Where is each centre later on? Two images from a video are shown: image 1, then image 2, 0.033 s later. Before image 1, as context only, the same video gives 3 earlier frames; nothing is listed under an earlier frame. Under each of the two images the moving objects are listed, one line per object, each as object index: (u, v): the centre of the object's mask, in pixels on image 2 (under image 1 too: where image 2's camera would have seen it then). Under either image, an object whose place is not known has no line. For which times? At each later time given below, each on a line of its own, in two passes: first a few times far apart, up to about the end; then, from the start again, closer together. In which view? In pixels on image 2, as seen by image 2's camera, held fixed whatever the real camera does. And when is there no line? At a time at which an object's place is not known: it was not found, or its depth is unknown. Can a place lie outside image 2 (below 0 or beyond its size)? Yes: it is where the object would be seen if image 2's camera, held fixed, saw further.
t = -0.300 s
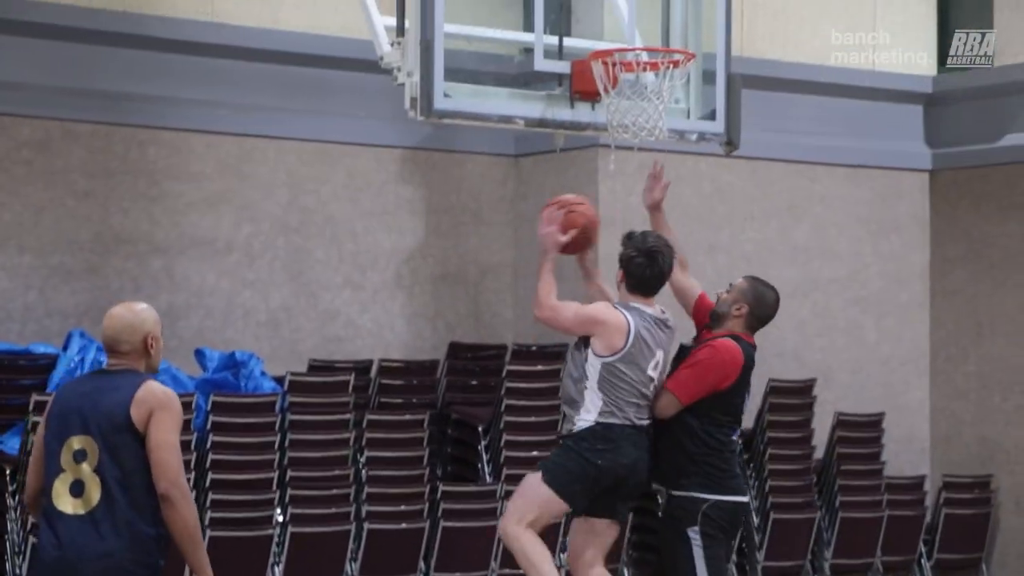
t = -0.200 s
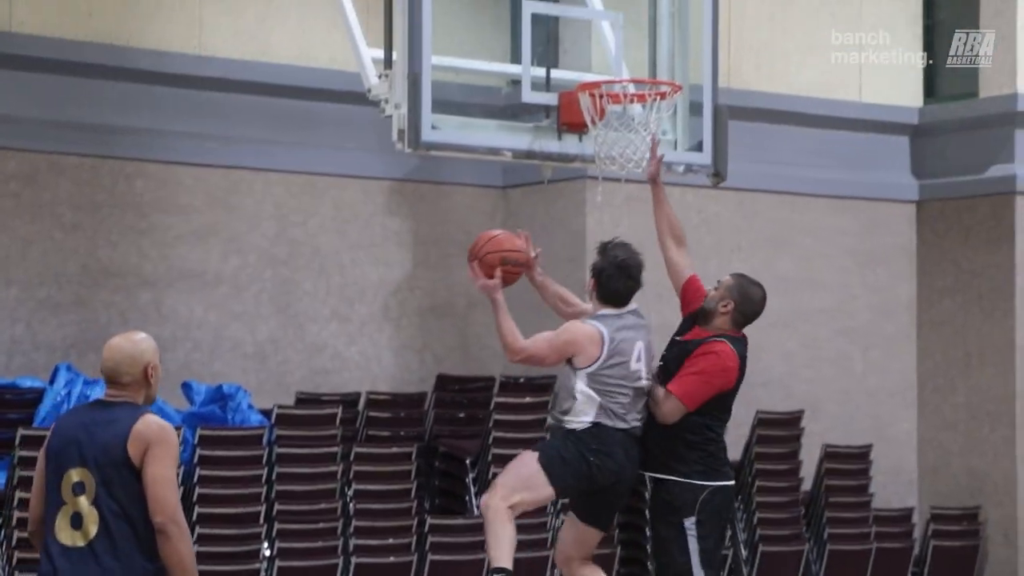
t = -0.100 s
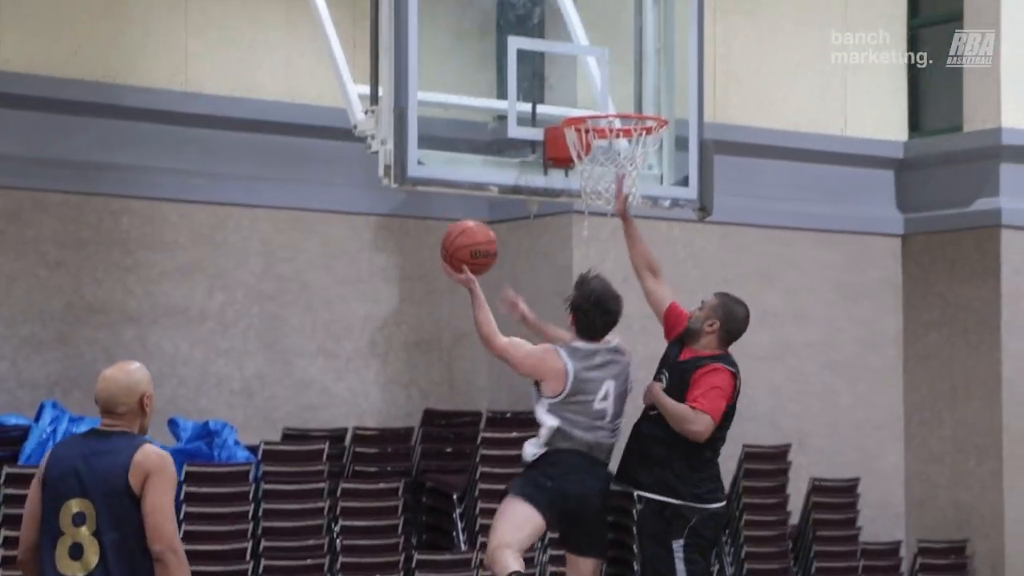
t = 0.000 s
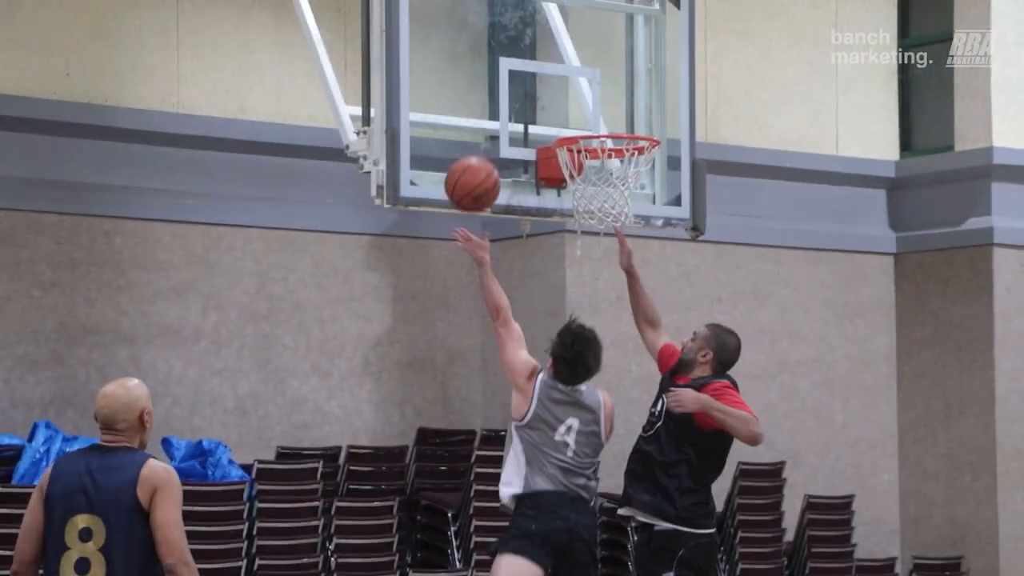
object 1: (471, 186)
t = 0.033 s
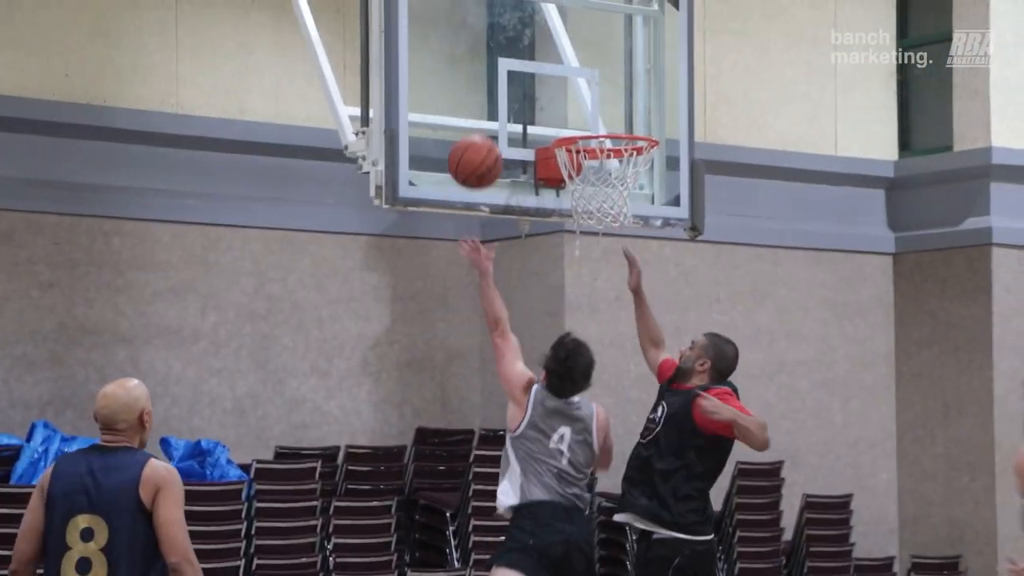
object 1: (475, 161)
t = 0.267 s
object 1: (514, 77)
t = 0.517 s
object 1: (617, 114)
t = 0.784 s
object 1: (605, 154)
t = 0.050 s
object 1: (477, 152)
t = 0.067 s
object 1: (479, 142)
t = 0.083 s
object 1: (482, 132)
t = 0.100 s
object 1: (484, 123)
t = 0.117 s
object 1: (487, 116)
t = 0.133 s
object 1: (488, 109)
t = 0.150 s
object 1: (490, 103)
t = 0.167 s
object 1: (492, 97)
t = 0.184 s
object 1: (495, 93)
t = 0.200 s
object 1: (496, 89)
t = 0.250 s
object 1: (507, 80)
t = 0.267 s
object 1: (514, 77)
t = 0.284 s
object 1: (521, 76)
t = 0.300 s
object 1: (527, 75)
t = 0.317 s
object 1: (534, 75)
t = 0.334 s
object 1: (541, 75)
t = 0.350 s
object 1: (548, 76)
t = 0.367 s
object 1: (555, 78)
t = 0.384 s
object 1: (562, 80)
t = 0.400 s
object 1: (569, 83)
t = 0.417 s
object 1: (576, 86)
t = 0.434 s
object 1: (583, 90)
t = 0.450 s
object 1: (590, 94)
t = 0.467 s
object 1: (597, 99)
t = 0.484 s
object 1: (604, 105)
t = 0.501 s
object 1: (611, 110)
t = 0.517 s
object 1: (617, 114)
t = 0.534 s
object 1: (618, 116)
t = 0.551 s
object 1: (618, 115)
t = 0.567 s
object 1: (618, 115)
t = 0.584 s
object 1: (618, 114)
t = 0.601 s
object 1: (618, 115)
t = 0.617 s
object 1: (618, 117)
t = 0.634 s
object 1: (618, 119)
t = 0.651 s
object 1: (618, 121)
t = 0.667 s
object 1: (617, 126)
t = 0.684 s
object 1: (618, 124)
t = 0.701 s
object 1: (619, 138)
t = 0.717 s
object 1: (619, 144)
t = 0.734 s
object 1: (616, 148)
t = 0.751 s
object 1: (612, 150)
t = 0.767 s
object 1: (607, 152)
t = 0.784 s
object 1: (605, 154)
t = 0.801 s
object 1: (601, 158)
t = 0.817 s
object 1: (598, 162)
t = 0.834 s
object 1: (593, 165)
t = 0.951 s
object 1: (572, 193)
